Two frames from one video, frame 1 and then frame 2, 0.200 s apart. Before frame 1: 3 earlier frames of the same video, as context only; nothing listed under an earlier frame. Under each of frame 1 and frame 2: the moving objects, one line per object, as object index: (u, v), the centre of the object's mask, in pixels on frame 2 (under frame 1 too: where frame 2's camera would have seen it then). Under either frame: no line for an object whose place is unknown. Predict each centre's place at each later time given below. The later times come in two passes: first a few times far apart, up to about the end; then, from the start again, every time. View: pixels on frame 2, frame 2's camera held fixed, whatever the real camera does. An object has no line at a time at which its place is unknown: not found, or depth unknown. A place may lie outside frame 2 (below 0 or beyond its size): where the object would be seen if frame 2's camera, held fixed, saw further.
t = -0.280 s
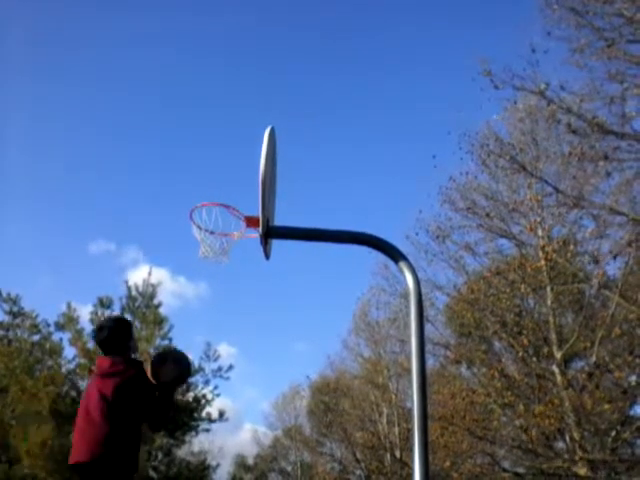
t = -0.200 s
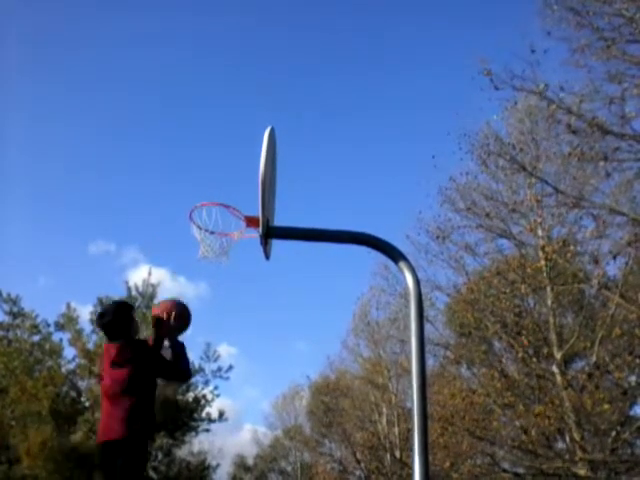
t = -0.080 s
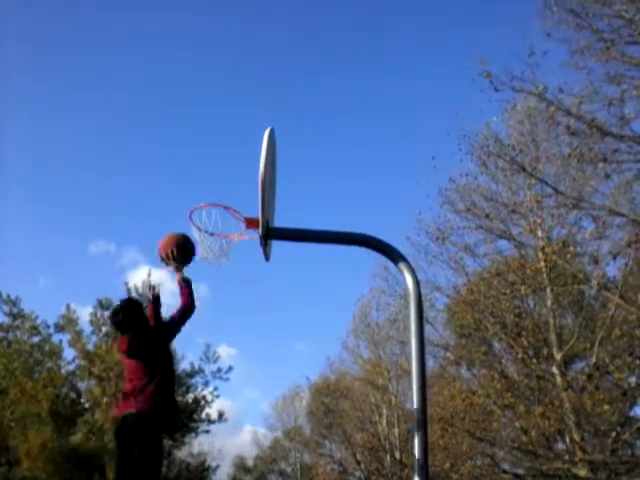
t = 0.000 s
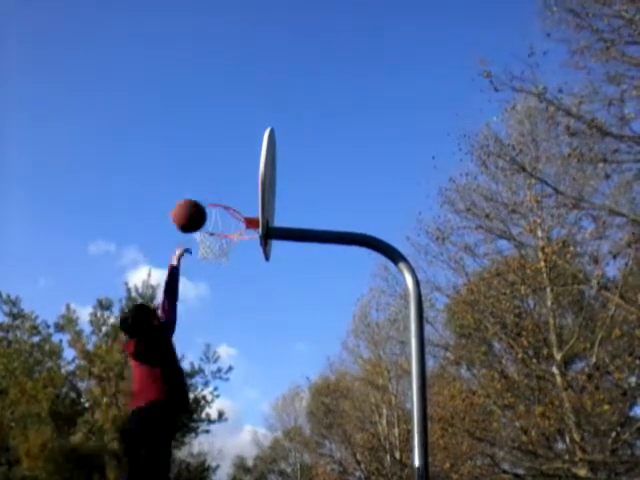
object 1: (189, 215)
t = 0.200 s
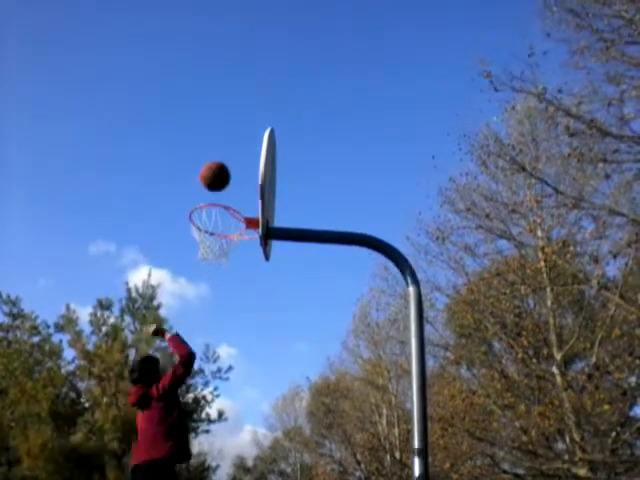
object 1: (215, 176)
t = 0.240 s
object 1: (218, 173)
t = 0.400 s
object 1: (230, 180)
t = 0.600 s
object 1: (244, 190)
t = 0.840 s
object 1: (229, 203)
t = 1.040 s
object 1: (199, 266)
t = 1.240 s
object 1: (152, 411)
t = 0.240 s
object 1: (218, 173)
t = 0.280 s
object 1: (222, 173)
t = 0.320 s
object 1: (225, 174)
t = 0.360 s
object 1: (228, 176)
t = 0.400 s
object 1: (230, 180)
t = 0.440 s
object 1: (233, 185)
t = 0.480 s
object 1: (235, 192)
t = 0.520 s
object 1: (237, 194)
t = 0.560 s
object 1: (241, 191)
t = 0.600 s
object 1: (244, 190)
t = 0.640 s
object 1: (246, 190)
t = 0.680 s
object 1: (244, 189)
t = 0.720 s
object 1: (241, 190)
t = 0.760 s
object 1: (238, 192)
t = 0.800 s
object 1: (234, 197)
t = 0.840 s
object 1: (229, 203)
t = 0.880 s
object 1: (224, 211)
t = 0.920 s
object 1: (219, 221)
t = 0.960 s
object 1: (213, 234)
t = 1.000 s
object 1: (207, 248)
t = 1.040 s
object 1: (199, 266)
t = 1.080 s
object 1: (192, 287)
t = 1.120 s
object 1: (184, 311)
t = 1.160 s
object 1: (176, 339)
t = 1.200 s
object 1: (164, 371)
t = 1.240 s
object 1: (152, 411)
